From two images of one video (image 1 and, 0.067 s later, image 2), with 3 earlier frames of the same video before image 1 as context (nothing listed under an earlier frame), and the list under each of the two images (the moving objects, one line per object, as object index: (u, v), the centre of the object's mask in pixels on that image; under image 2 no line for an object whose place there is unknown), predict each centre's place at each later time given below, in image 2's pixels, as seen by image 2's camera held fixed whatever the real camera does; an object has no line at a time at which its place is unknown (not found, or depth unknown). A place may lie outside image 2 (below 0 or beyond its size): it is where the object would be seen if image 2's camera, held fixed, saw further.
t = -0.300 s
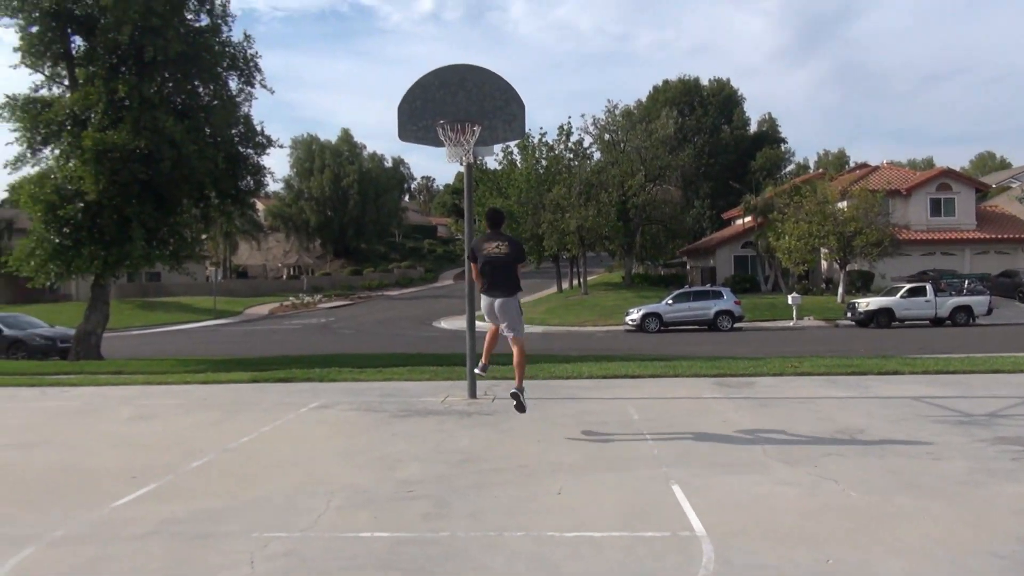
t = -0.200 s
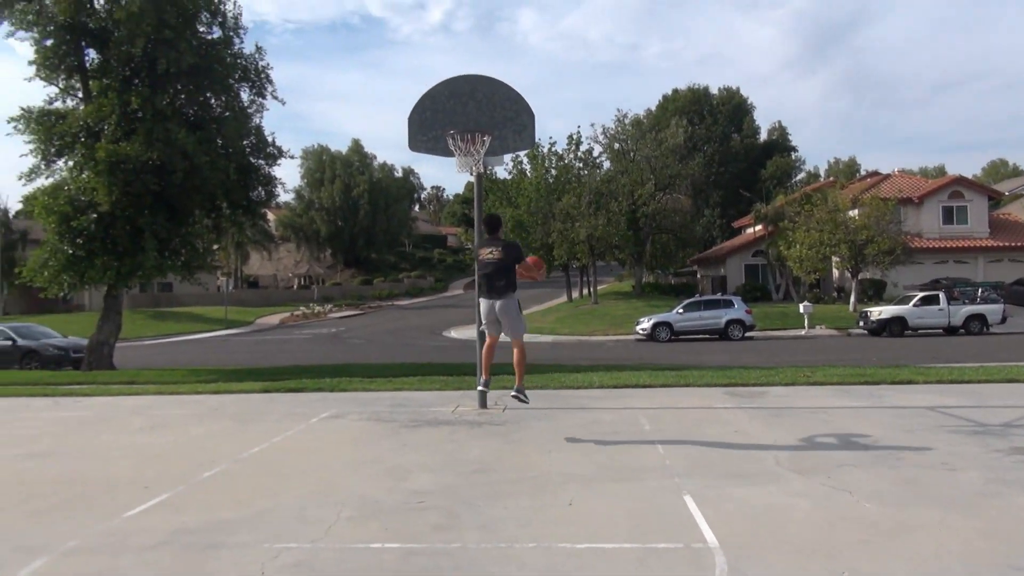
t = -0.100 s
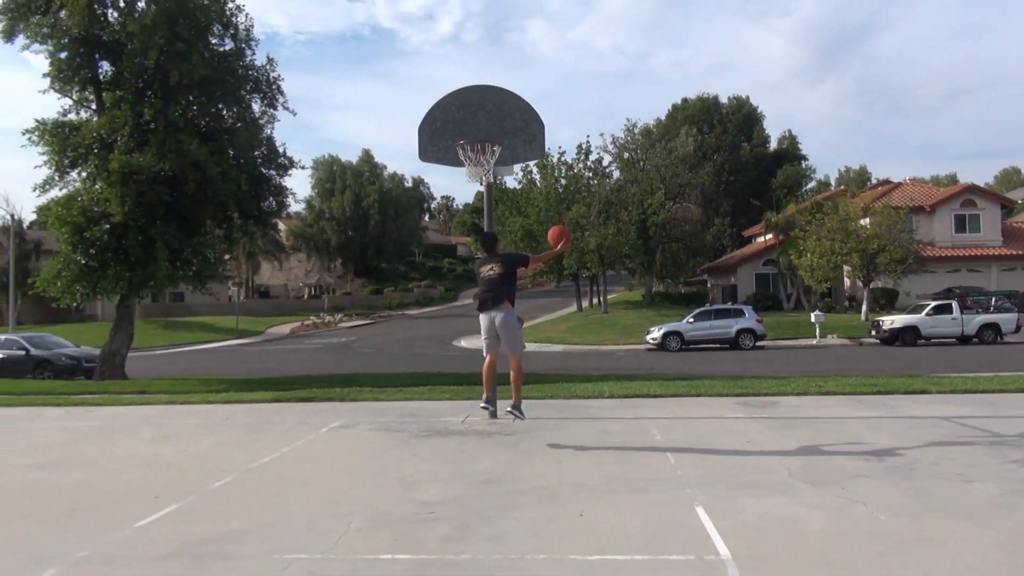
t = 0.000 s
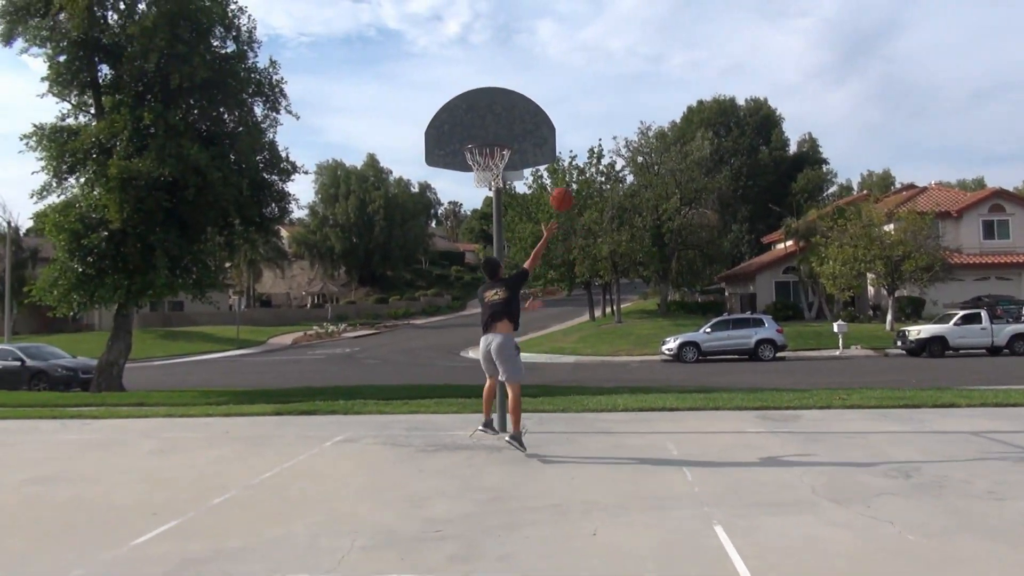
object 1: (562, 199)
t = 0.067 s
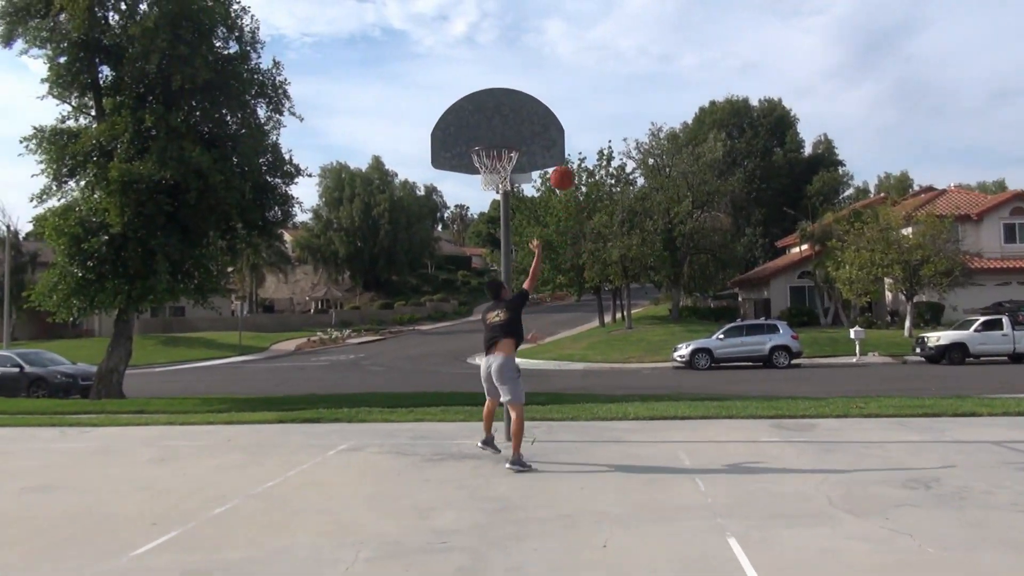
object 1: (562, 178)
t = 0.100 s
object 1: (558, 168)
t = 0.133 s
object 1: (554, 160)
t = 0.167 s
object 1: (549, 151)
